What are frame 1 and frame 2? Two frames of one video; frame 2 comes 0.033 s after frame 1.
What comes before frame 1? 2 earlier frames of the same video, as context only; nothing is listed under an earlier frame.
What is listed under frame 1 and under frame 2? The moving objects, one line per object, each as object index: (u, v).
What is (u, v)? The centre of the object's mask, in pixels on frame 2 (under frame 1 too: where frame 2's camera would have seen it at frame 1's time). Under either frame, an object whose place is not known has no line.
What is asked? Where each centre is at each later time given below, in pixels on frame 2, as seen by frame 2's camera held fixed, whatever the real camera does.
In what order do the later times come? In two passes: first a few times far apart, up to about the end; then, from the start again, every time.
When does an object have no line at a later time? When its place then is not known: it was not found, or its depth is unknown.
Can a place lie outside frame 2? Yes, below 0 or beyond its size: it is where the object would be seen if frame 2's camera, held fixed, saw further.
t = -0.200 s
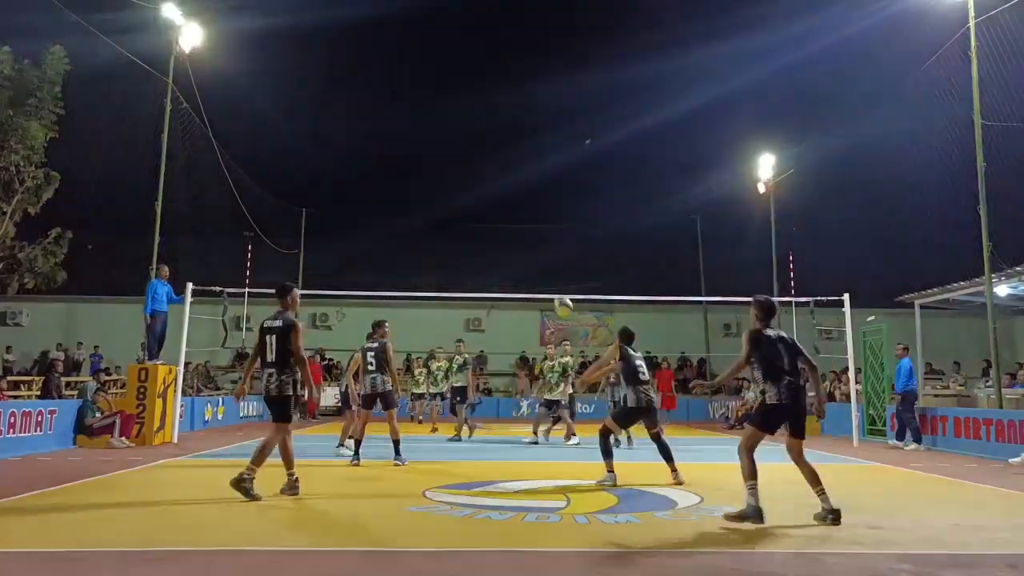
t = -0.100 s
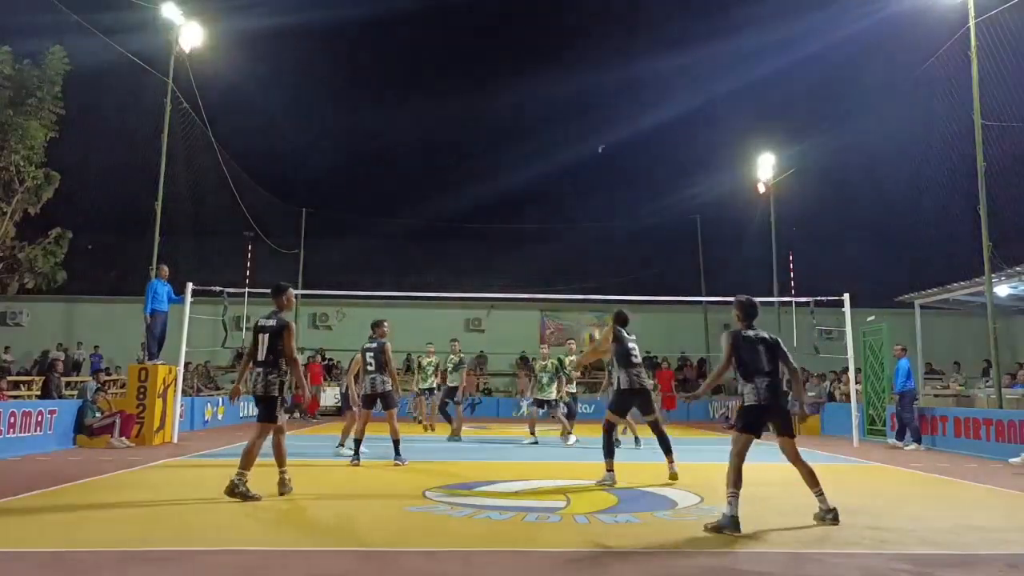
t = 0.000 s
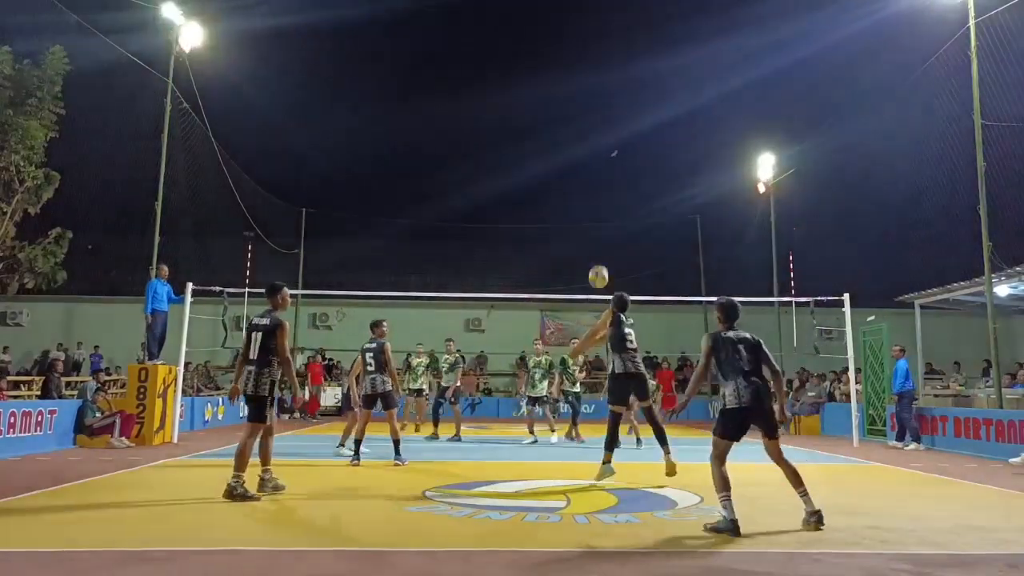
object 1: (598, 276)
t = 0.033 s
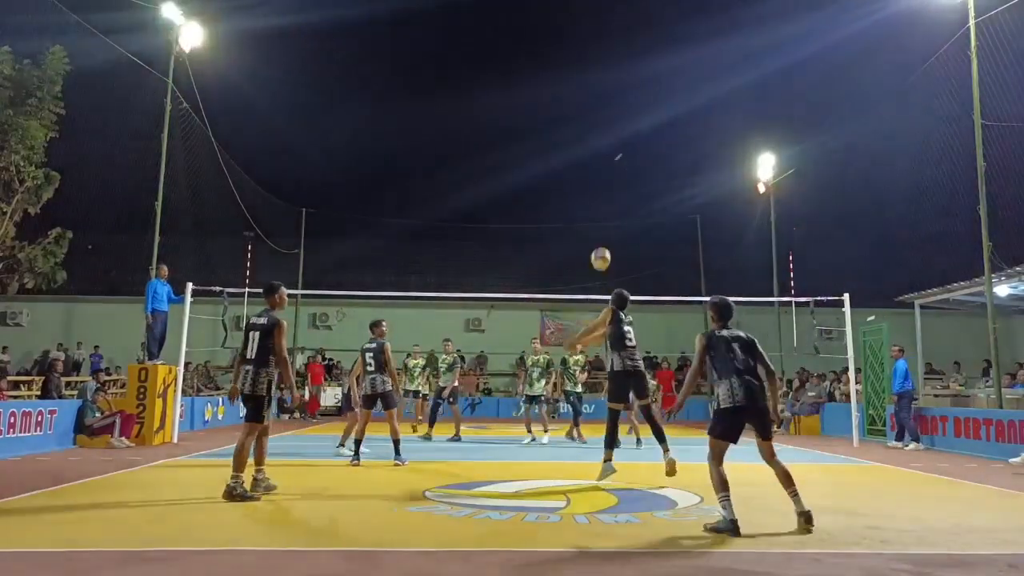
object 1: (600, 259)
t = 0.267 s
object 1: (617, 173)
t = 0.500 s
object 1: (632, 141)
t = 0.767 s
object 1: (647, 154)
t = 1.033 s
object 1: (661, 210)
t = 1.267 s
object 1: (671, 289)
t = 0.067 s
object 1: (603, 243)
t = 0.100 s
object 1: (605, 228)
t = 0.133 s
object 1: (608, 215)
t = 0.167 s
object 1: (610, 203)
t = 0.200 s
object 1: (612, 192)
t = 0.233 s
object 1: (615, 182)
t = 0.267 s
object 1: (617, 173)
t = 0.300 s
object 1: (619, 166)
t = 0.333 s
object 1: (621, 160)
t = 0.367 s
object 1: (624, 154)
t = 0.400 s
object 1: (626, 150)
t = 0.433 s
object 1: (628, 146)
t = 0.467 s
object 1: (630, 143)
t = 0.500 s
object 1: (632, 141)
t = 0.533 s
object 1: (634, 140)
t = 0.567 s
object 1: (636, 140)
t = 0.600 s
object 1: (638, 141)
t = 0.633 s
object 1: (640, 142)
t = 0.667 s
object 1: (642, 144)
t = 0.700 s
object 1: (644, 147)
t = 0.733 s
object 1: (645, 150)
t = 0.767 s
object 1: (647, 154)
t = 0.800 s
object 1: (649, 159)
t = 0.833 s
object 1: (651, 164)
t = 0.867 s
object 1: (653, 171)
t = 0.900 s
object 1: (654, 177)
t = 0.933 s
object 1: (656, 185)
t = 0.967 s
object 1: (658, 193)
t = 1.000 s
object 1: (659, 201)
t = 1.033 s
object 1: (661, 210)
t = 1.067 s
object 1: (662, 220)
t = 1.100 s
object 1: (664, 230)
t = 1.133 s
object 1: (665, 241)
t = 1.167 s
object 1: (667, 253)
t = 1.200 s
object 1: (668, 264)
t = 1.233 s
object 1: (670, 277)
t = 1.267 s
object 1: (671, 289)
